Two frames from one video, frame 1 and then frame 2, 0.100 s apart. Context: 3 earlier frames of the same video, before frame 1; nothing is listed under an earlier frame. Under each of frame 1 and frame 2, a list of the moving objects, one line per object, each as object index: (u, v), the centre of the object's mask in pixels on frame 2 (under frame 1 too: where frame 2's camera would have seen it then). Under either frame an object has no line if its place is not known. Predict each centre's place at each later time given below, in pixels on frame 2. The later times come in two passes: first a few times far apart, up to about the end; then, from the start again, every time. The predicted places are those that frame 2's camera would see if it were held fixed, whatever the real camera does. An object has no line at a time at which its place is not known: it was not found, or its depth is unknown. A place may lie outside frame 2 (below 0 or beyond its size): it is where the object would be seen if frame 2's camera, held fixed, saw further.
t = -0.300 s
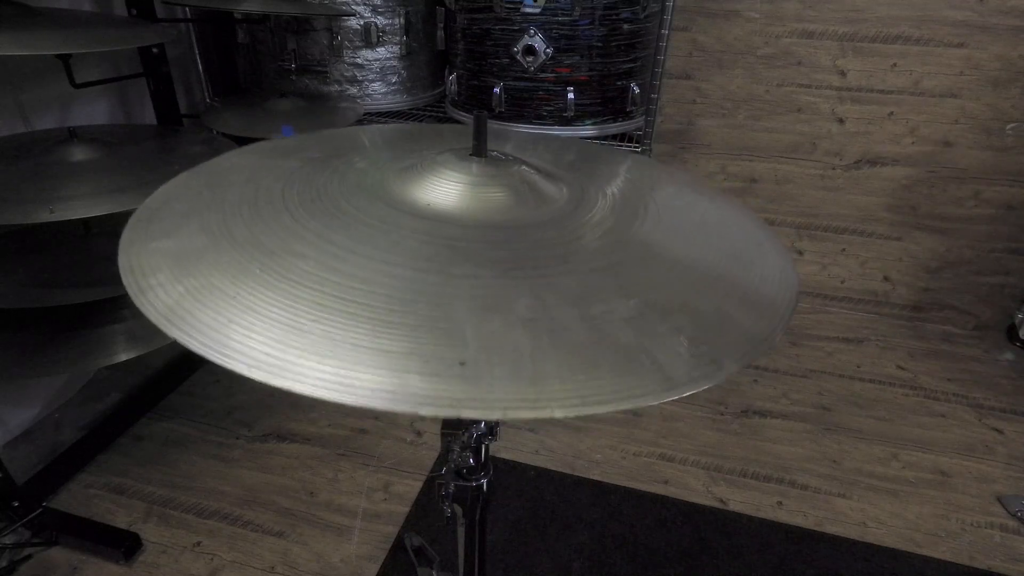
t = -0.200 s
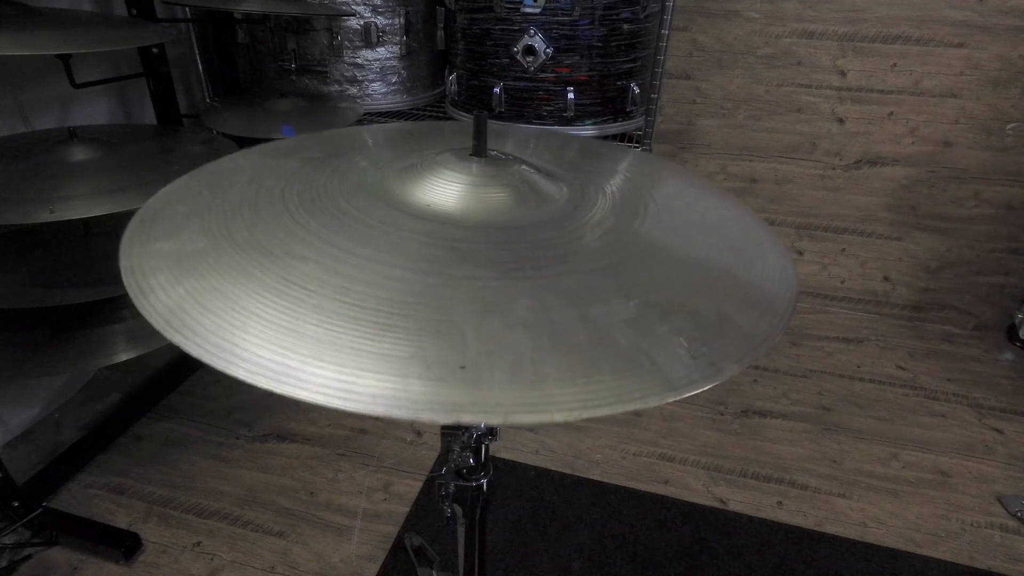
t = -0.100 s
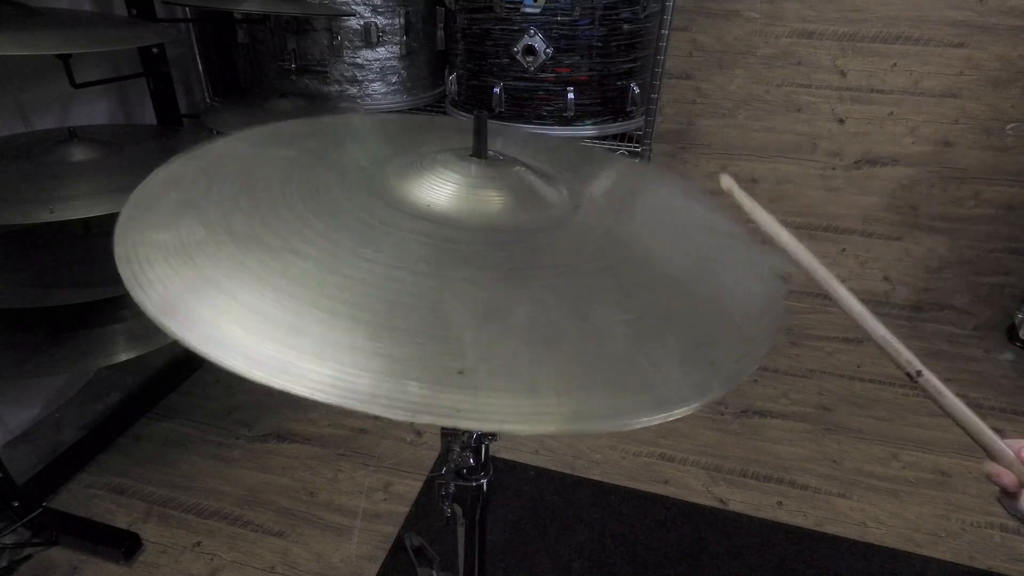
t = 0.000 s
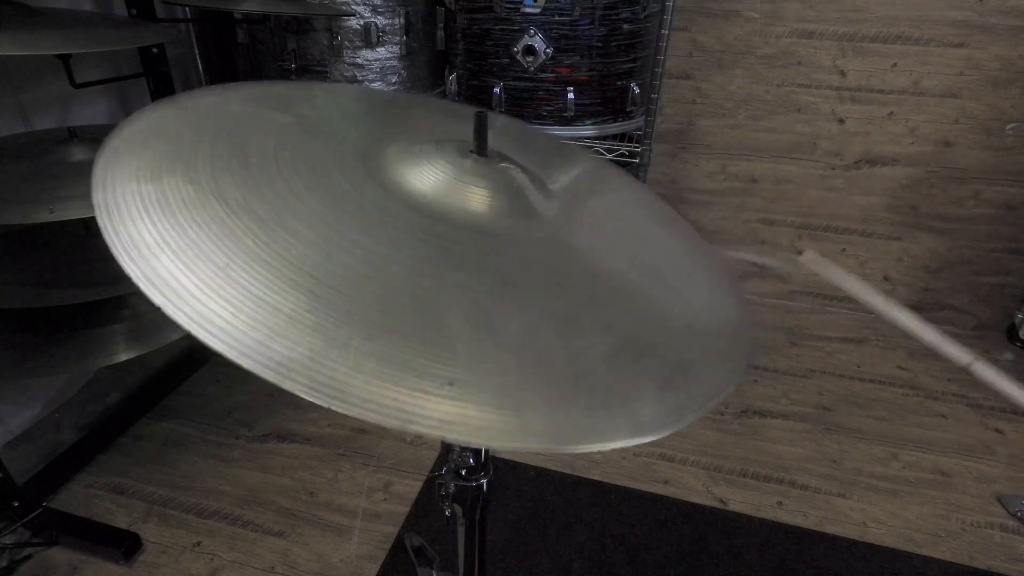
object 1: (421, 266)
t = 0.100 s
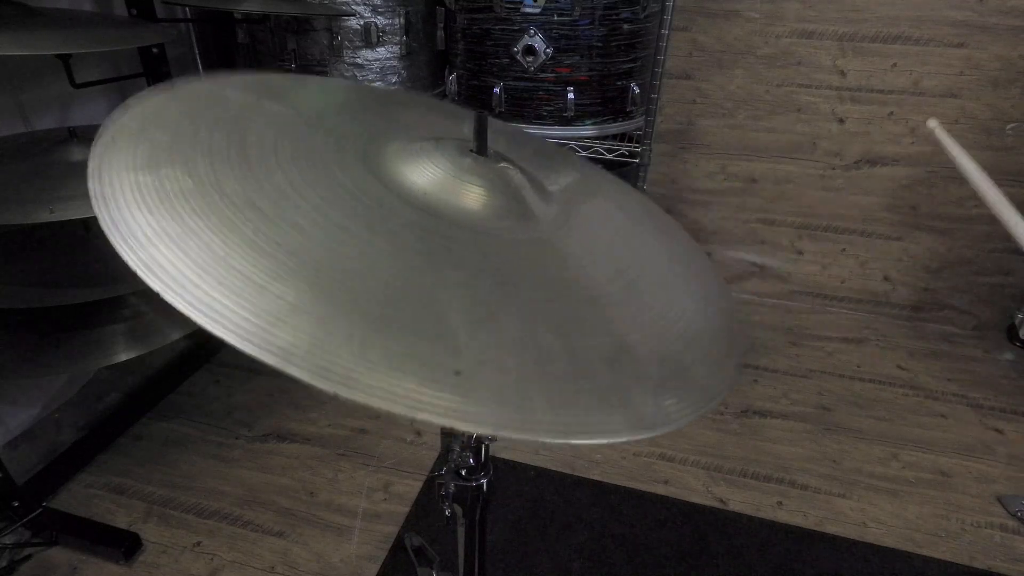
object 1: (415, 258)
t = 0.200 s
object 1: (432, 269)
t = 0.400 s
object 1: (482, 271)
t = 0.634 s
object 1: (465, 274)
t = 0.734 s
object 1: (450, 273)
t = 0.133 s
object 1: (420, 261)
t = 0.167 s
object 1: (424, 266)
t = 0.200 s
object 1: (432, 269)
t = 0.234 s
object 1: (441, 270)
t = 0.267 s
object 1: (450, 269)
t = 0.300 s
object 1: (460, 269)
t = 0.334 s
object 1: (470, 272)
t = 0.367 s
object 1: (476, 272)
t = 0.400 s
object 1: (482, 271)
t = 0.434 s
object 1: (485, 271)
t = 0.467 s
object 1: (488, 269)
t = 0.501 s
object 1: (487, 271)
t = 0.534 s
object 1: (483, 273)
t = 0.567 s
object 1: (478, 275)
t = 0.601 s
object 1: (473, 275)
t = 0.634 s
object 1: (465, 274)
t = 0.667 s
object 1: (460, 273)
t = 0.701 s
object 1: (454, 273)
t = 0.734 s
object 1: (450, 273)
